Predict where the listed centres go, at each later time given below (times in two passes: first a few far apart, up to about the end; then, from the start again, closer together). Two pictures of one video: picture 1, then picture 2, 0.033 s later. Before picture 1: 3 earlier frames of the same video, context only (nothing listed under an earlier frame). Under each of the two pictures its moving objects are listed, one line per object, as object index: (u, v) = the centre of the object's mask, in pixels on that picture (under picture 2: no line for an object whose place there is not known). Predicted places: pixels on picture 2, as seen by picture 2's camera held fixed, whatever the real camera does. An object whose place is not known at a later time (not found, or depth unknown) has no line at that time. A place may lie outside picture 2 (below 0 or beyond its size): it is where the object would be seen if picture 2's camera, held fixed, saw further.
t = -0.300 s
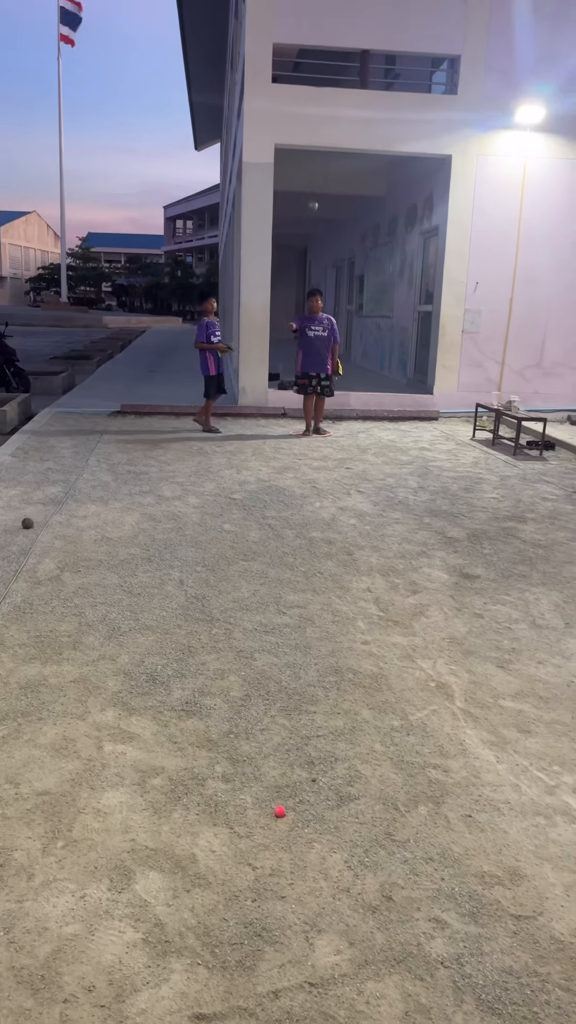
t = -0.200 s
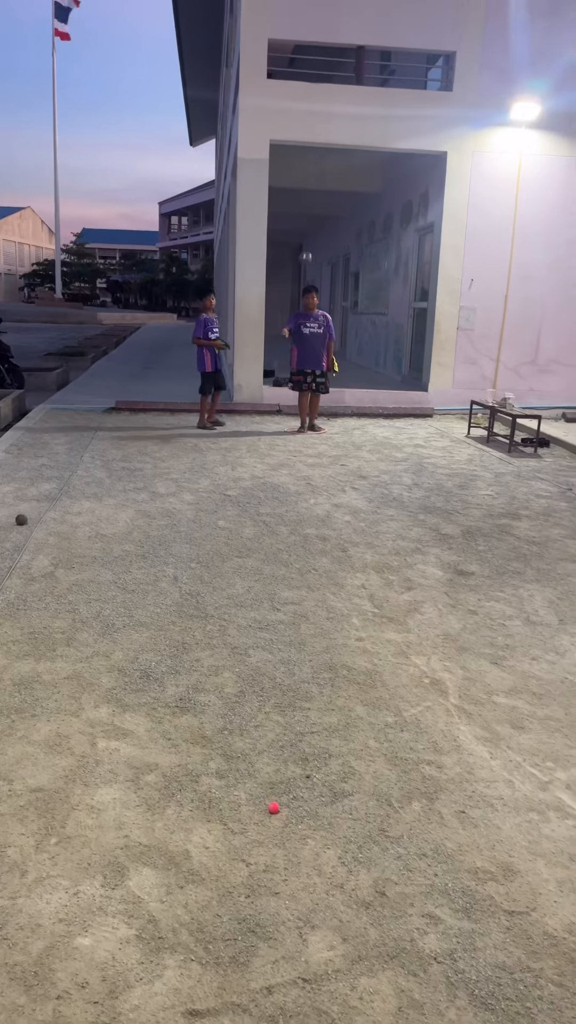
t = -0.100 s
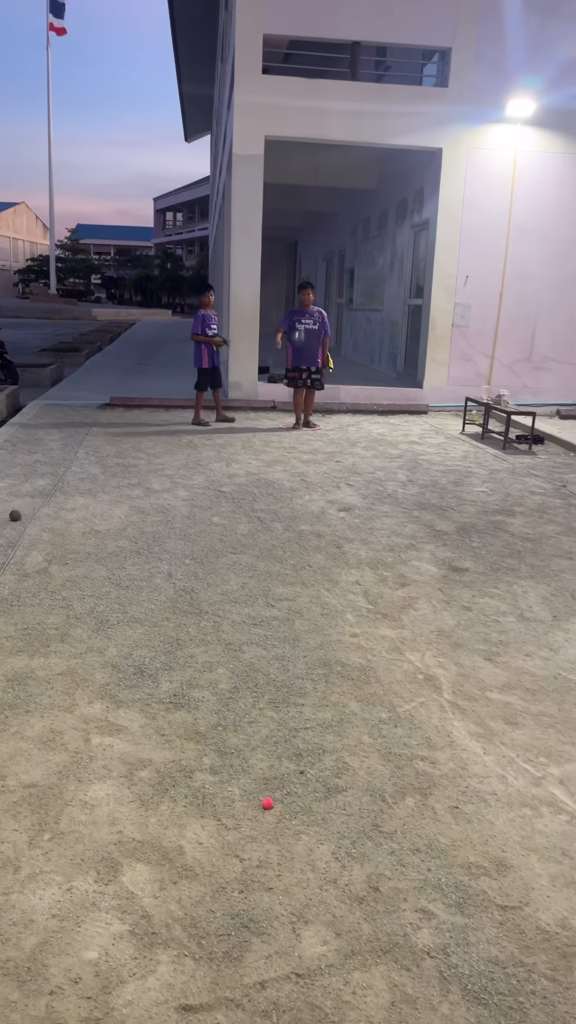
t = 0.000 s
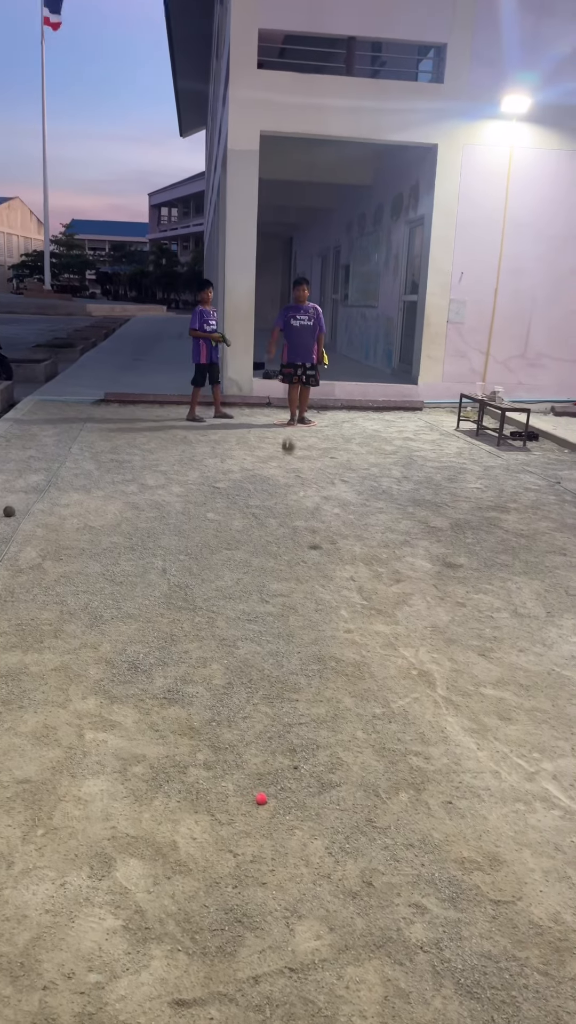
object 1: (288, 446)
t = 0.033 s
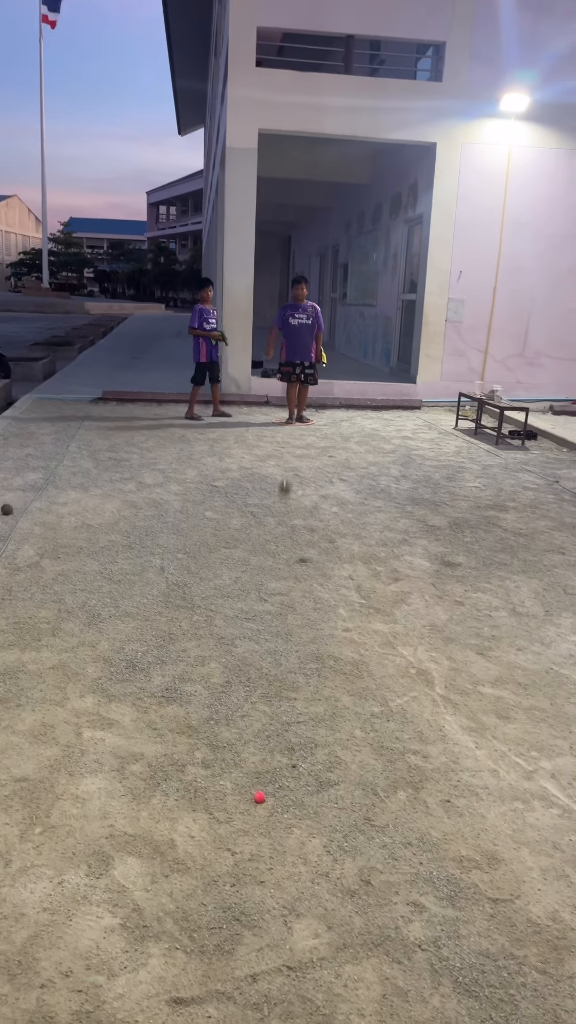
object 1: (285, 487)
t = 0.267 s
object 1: (289, 595)
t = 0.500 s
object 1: (298, 637)
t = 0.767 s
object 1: (304, 672)
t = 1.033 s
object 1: (308, 707)
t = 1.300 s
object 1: (308, 742)
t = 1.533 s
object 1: (308, 771)
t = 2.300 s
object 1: (298, 826)
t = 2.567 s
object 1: (298, 829)
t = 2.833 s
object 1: (298, 826)
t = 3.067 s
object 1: (298, 825)
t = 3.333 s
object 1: (298, 825)
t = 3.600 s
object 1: (298, 825)
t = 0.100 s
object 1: (281, 593)
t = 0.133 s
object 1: (283, 593)
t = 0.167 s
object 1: (285, 587)
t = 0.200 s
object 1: (286, 587)
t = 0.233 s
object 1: (288, 590)
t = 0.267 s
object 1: (289, 595)
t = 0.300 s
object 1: (291, 601)
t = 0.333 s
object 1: (292, 611)
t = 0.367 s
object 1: (293, 621)
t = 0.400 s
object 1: (294, 624)
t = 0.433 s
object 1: (296, 628)
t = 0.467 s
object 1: (297, 632)
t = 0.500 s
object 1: (298, 637)
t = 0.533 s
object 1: (299, 642)
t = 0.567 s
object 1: (300, 646)
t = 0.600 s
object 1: (301, 650)
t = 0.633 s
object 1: (302, 654)
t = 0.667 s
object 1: (302, 658)
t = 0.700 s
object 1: (303, 662)
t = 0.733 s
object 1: (304, 667)
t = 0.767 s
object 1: (304, 672)
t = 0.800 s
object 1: (304, 677)
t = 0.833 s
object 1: (304, 681)
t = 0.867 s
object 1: (305, 686)
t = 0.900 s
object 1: (306, 690)
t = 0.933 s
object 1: (306, 694)
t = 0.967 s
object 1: (307, 698)
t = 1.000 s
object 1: (307, 703)
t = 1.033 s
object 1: (308, 707)
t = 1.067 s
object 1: (309, 711)
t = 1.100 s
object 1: (309, 716)
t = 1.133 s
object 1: (310, 720)
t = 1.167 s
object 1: (309, 725)
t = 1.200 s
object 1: (309, 729)
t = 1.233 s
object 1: (309, 733)
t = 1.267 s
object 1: (309, 738)
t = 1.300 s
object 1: (308, 742)
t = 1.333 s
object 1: (308, 746)
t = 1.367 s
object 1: (308, 750)
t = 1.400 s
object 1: (308, 755)
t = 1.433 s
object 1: (308, 758)
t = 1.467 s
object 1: (307, 762)
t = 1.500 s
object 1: (308, 767)
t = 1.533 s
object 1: (308, 771)
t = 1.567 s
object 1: (309, 774)
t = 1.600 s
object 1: (309, 778)
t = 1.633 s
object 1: (309, 781)
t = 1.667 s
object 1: (309, 784)
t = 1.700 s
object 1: (309, 787)
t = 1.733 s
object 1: (308, 790)
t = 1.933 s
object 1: (305, 806)
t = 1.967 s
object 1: (305, 809)
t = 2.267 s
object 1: (298, 825)
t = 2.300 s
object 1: (298, 826)
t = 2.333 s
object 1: (298, 827)
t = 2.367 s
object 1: (298, 828)
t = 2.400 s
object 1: (298, 829)
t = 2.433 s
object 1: (298, 829)
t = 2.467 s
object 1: (298, 829)
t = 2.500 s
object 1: (298, 830)
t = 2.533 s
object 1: (298, 830)
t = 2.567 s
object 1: (298, 829)
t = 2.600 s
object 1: (298, 829)
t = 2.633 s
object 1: (298, 829)
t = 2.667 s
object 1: (298, 828)
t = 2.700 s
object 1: (298, 828)
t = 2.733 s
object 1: (298, 828)
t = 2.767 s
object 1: (298, 827)
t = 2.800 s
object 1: (298, 827)
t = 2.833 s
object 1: (298, 826)
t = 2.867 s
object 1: (297, 826)
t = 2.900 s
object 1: (297, 826)
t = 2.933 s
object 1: (297, 826)
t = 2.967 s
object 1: (297, 826)
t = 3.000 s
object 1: (298, 825)
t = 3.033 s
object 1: (298, 826)
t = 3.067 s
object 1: (298, 825)
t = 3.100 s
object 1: (298, 825)
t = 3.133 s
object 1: (298, 825)
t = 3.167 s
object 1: (298, 825)
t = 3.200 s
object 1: (298, 825)
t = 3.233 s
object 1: (298, 825)
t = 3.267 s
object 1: (298, 825)
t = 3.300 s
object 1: (298, 825)
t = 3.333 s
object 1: (298, 825)
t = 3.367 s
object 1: (298, 825)
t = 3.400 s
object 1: (298, 825)
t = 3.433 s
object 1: (298, 826)
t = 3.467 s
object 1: (298, 825)
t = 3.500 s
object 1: (298, 826)
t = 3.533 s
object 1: (298, 825)
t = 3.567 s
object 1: (298, 825)
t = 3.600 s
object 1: (298, 825)
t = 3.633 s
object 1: (298, 825)
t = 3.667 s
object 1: (298, 825)
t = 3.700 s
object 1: (298, 825)
